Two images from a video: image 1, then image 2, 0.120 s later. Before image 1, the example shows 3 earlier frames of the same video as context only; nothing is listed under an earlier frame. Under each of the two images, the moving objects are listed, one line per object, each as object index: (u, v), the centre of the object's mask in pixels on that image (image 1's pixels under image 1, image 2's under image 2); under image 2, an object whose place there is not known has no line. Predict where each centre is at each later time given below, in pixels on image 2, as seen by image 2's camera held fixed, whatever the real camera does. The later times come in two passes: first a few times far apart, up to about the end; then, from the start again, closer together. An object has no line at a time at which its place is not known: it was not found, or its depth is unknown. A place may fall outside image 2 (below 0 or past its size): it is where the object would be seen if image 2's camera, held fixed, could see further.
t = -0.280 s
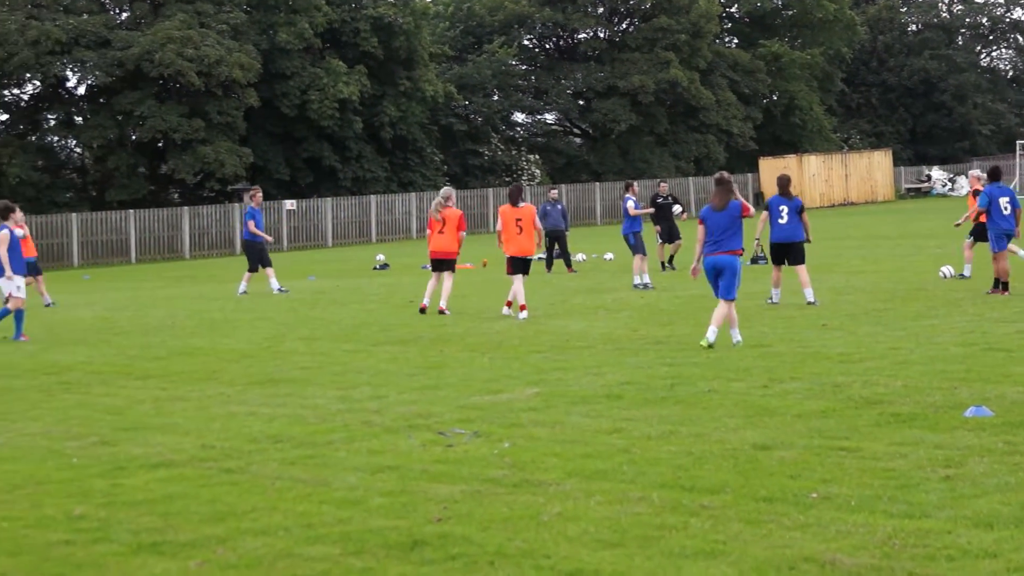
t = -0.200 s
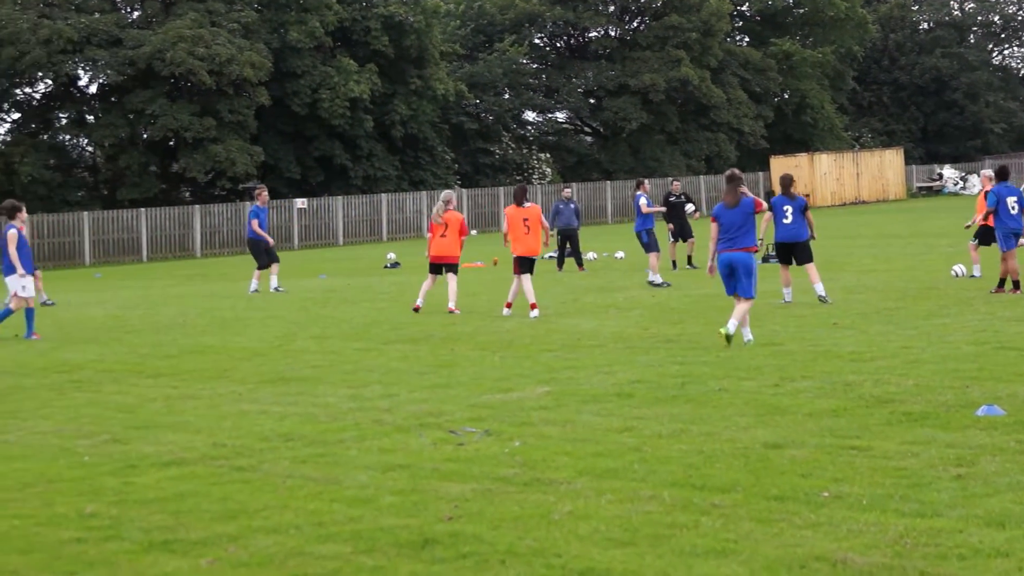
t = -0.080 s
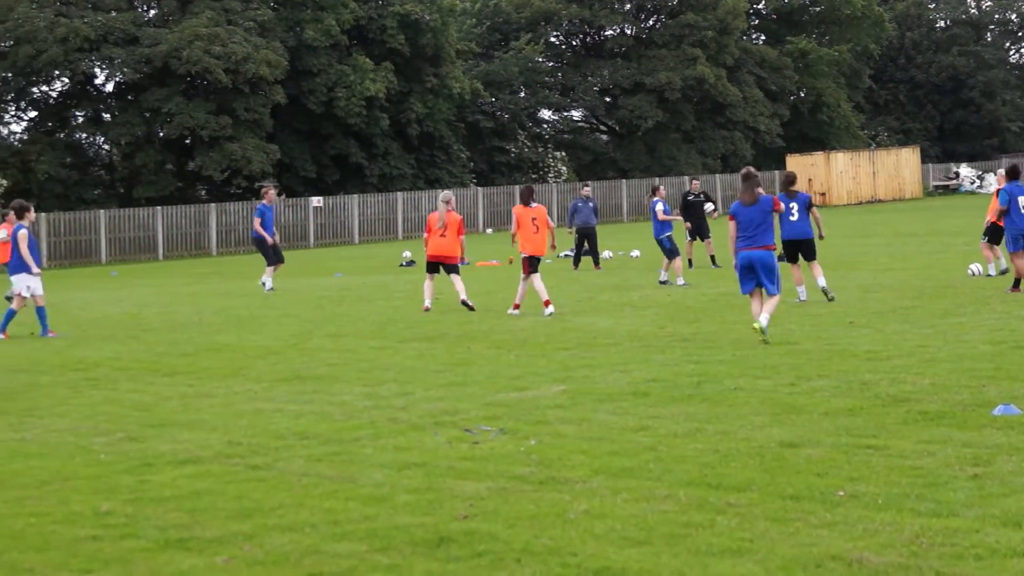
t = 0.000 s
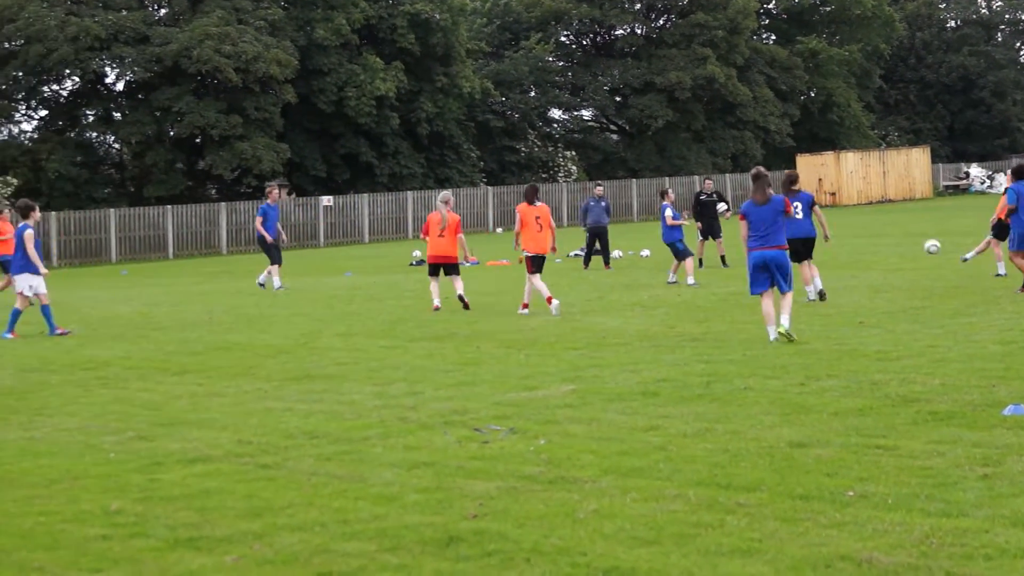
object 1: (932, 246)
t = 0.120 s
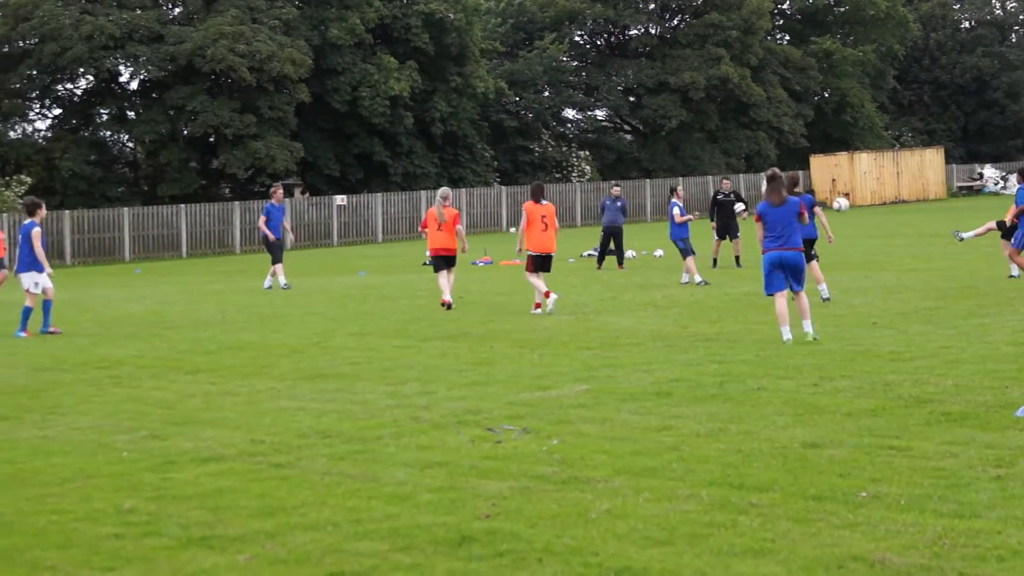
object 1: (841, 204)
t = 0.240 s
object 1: (739, 171)
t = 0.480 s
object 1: (546, 130)
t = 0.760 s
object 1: (328, 124)
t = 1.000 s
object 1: (145, 155)
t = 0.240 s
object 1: (739, 171)
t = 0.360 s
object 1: (641, 146)
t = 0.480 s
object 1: (546, 130)
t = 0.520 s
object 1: (514, 126)
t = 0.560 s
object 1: (483, 123)
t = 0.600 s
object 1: (452, 122)
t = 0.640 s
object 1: (421, 121)
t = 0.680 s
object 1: (390, 121)
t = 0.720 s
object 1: (359, 122)
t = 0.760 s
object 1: (328, 124)
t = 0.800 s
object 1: (297, 127)
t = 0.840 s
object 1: (267, 130)
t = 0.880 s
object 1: (237, 135)
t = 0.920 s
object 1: (207, 140)
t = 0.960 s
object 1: (176, 147)
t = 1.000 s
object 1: (145, 155)
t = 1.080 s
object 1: (84, 174)
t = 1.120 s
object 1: (52, 185)
